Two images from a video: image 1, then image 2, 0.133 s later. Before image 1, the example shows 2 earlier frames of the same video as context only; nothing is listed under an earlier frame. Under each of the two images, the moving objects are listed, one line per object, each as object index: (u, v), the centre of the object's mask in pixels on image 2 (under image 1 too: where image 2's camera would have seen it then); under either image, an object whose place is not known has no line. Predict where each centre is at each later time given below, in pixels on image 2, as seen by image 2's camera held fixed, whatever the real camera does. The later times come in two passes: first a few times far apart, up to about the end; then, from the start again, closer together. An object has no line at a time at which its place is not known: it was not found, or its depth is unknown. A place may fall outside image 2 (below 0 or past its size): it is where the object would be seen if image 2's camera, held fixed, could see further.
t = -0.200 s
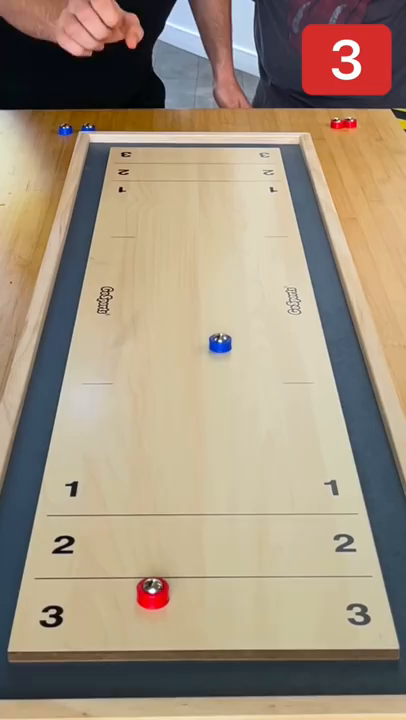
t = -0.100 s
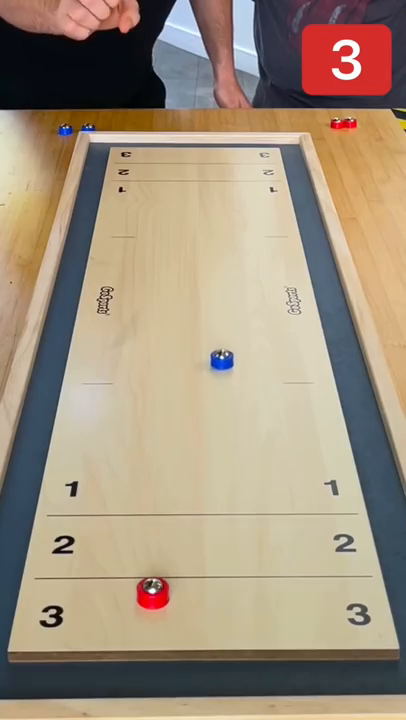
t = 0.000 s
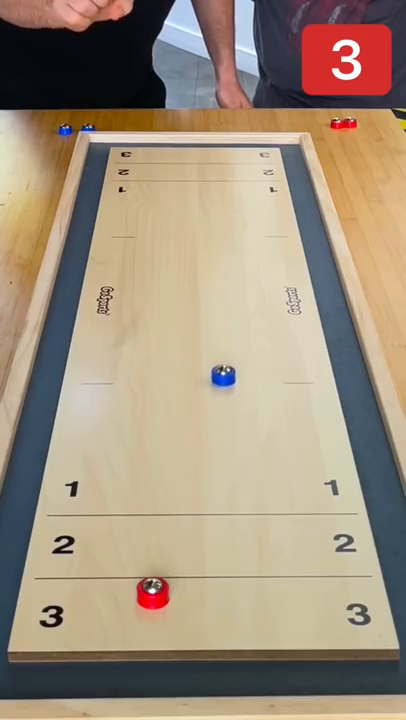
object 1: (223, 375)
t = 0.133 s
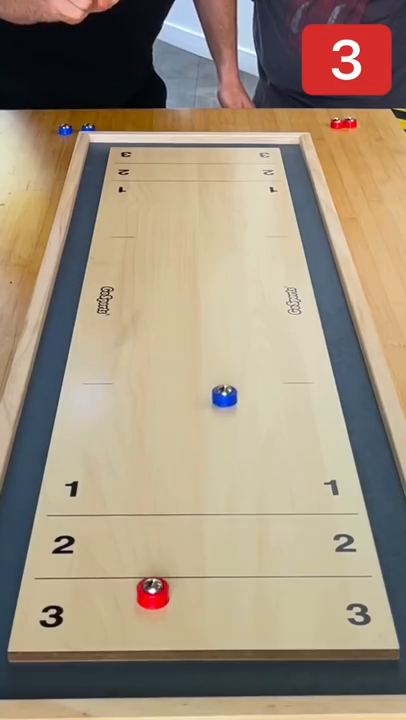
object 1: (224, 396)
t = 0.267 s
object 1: (224, 415)
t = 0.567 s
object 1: (222, 449)
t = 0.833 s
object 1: (217, 468)
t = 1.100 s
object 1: (214, 474)
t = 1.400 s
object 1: (214, 474)
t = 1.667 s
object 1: (214, 474)
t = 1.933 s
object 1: (214, 474)
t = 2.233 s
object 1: (214, 474)
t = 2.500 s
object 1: (214, 474)
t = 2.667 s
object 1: (214, 474)
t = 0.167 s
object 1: (224, 401)
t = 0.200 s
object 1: (224, 405)
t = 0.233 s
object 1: (224, 410)
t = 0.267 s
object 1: (224, 415)
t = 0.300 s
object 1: (224, 419)
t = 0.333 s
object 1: (224, 423)
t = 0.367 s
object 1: (224, 427)
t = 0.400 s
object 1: (223, 432)
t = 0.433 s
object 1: (223, 436)
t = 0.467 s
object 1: (223, 439)
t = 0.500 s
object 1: (222, 443)
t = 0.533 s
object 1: (222, 446)
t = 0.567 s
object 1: (222, 449)
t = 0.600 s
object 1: (221, 452)
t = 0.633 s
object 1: (220, 455)
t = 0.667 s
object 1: (220, 458)
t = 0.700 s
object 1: (219, 460)
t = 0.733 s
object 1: (219, 463)
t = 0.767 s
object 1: (218, 465)
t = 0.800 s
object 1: (218, 466)
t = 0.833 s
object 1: (217, 468)
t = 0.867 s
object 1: (217, 470)
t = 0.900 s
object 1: (216, 471)
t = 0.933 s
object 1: (216, 472)
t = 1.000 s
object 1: (215, 473)
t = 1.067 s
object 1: (214, 474)
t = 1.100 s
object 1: (214, 474)
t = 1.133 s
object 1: (214, 474)
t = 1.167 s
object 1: (214, 474)
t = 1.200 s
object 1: (214, 474)
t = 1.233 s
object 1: (214, 474)
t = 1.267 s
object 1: (214, 474)
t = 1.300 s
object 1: (214, 474)
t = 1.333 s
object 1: (214, 474)
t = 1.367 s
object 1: (214, 474)
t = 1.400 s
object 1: (214, 474)
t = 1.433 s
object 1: (214, 474)
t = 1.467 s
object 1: (214, 474)
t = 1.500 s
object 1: (214, 474)
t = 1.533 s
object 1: (214, 474)
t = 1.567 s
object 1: (214, 474)
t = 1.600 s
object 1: (214, 474)
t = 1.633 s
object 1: (214, 474)
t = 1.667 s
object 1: (214, 474)
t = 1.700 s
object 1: (214, 474)
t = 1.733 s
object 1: (214, 473)
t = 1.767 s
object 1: (214, 474)
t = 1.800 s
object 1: (214, 474)
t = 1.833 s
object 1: (214, 474)
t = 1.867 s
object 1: (214, 474)
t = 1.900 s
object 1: (214, 474)
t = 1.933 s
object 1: (214, 474)
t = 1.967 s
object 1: (214, 474)
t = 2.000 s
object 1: (214, 474)
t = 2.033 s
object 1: (214, 474)
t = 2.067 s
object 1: (214, 474)
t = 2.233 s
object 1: (214, 474)
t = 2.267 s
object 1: (214, 474)
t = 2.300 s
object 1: (214, 474)
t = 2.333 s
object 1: (214, 474)
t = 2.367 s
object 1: (214, 474)
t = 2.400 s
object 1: (214, 474)
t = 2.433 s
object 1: (214, 474)
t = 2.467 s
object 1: (214, 474)
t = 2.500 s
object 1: (214, 474)
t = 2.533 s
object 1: (214, 474)
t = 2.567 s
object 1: (214, 474)
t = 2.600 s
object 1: (214, 475)
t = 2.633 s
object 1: (214, 474)
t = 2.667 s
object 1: (214, 474)
